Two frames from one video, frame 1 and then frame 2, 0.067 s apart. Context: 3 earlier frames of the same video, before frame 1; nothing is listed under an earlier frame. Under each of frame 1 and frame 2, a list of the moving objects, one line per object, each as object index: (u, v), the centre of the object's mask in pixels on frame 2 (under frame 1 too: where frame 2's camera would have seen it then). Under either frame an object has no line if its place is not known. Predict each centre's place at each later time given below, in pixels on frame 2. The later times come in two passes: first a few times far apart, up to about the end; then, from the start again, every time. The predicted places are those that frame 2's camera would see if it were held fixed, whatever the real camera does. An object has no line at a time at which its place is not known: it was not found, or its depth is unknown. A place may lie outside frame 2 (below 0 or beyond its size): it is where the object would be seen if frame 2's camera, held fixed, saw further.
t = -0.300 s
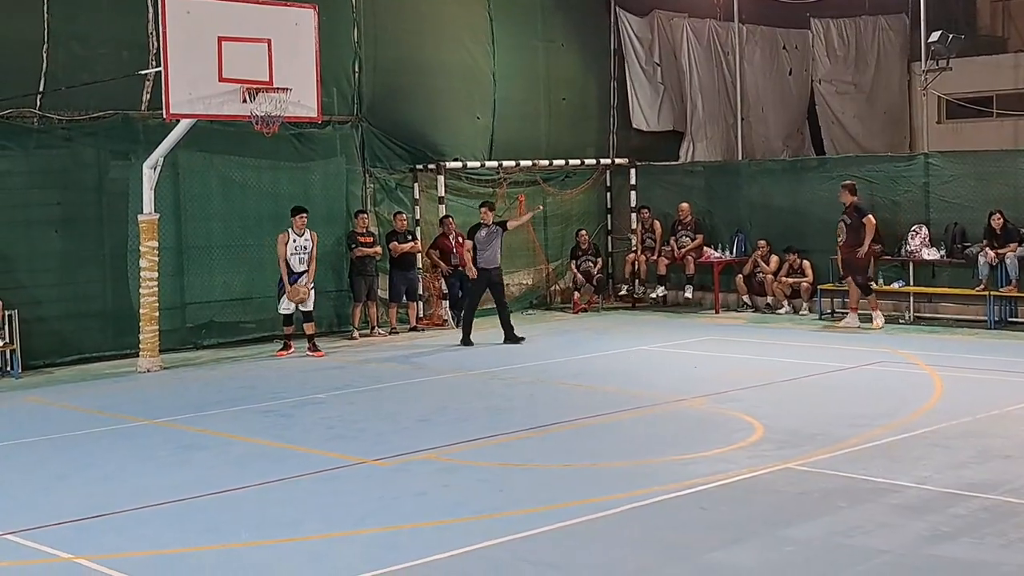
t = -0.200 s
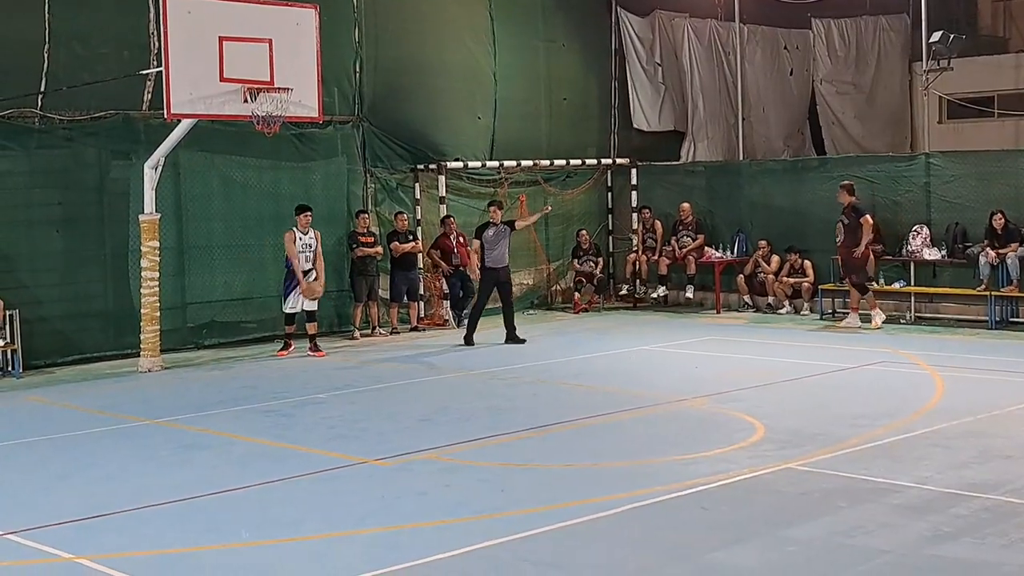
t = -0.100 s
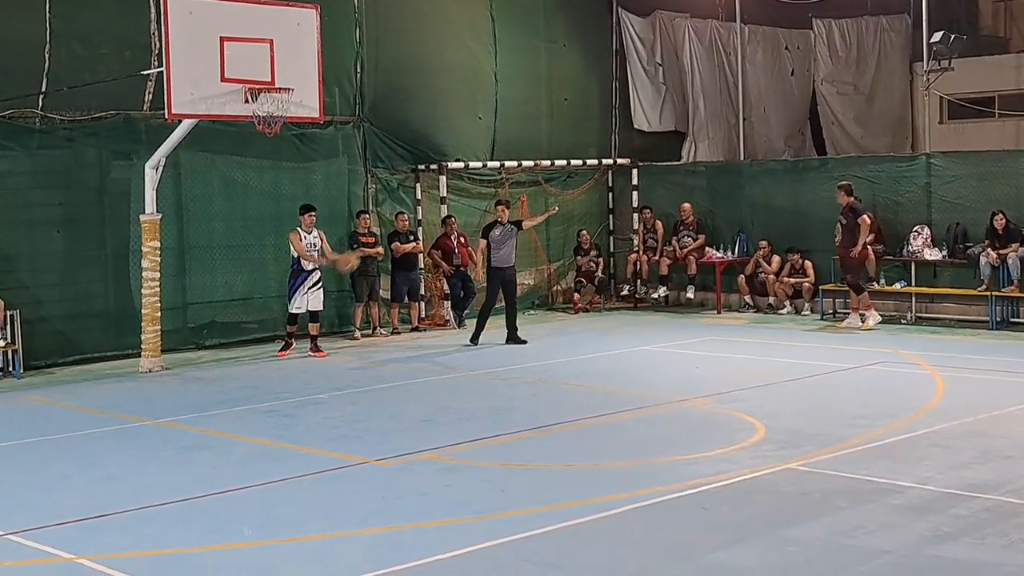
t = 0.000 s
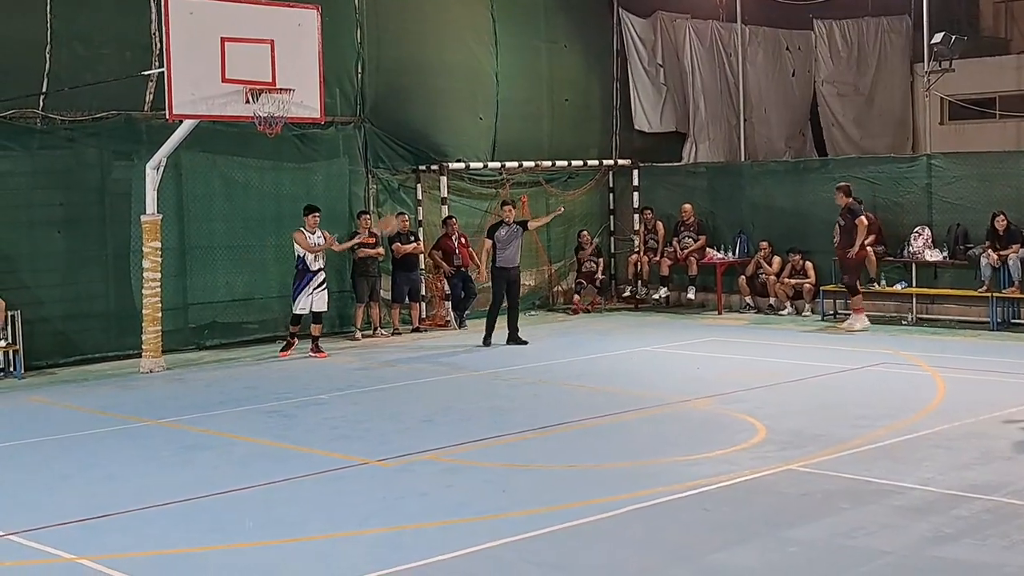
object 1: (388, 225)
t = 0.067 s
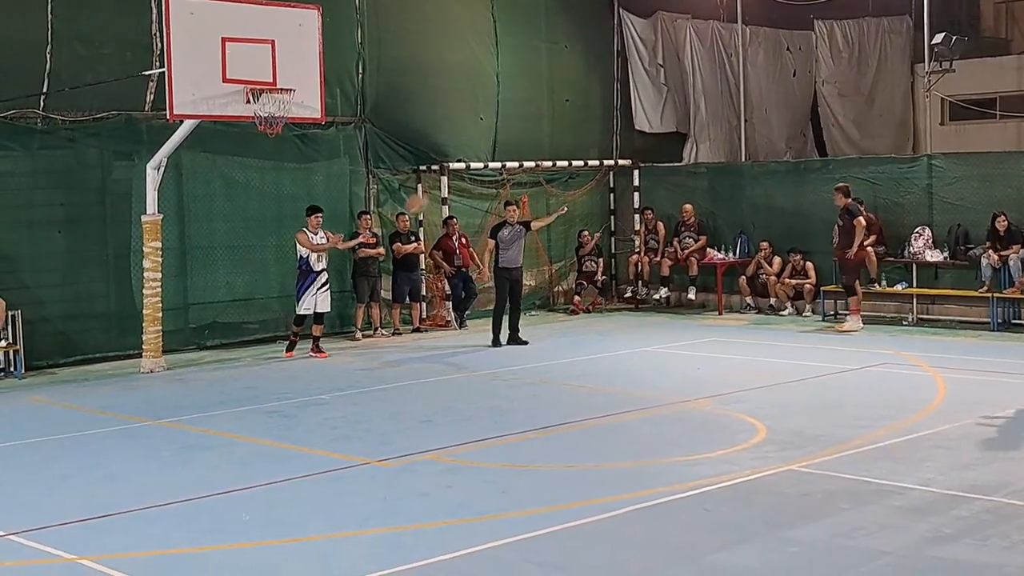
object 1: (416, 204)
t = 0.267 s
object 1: (503, 162)
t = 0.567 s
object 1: (651, 166)
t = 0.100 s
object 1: (431, 194)
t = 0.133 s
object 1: (444, 186)
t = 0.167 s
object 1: (458, 179)
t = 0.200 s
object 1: (472, 174)
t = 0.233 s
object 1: (487, 167)
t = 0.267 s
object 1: (503, 162)
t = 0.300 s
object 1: (518, 159)
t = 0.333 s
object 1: (534, 155)
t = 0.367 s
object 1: (549, 154)
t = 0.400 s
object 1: (565, 153)
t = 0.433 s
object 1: (582, 153)
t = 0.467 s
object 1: (598, 154)
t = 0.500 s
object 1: (616, 157)
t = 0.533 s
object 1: (633, 161)
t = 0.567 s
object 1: (651, 166)
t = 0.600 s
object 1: (668, 172)
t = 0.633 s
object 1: (685, 179)
